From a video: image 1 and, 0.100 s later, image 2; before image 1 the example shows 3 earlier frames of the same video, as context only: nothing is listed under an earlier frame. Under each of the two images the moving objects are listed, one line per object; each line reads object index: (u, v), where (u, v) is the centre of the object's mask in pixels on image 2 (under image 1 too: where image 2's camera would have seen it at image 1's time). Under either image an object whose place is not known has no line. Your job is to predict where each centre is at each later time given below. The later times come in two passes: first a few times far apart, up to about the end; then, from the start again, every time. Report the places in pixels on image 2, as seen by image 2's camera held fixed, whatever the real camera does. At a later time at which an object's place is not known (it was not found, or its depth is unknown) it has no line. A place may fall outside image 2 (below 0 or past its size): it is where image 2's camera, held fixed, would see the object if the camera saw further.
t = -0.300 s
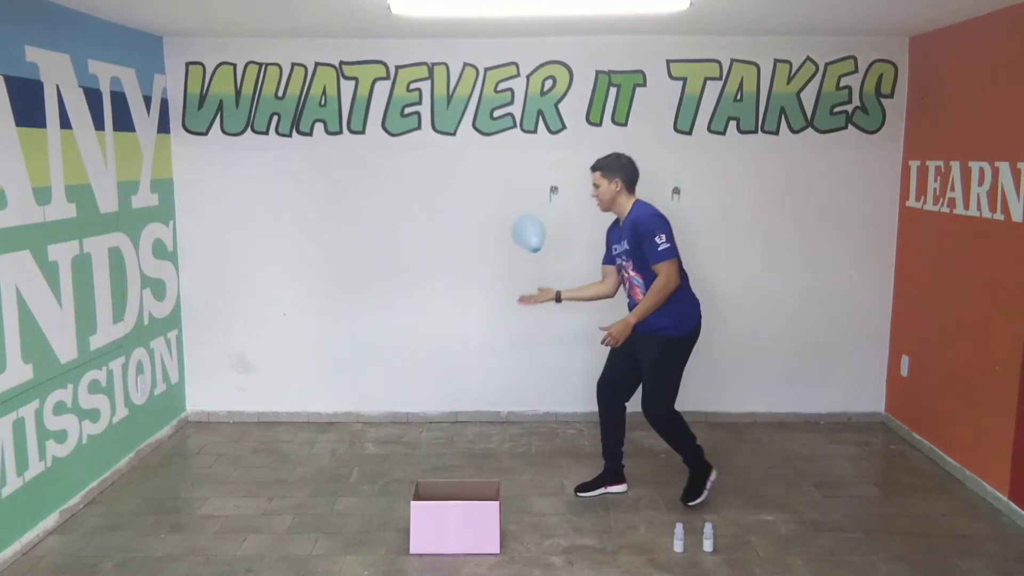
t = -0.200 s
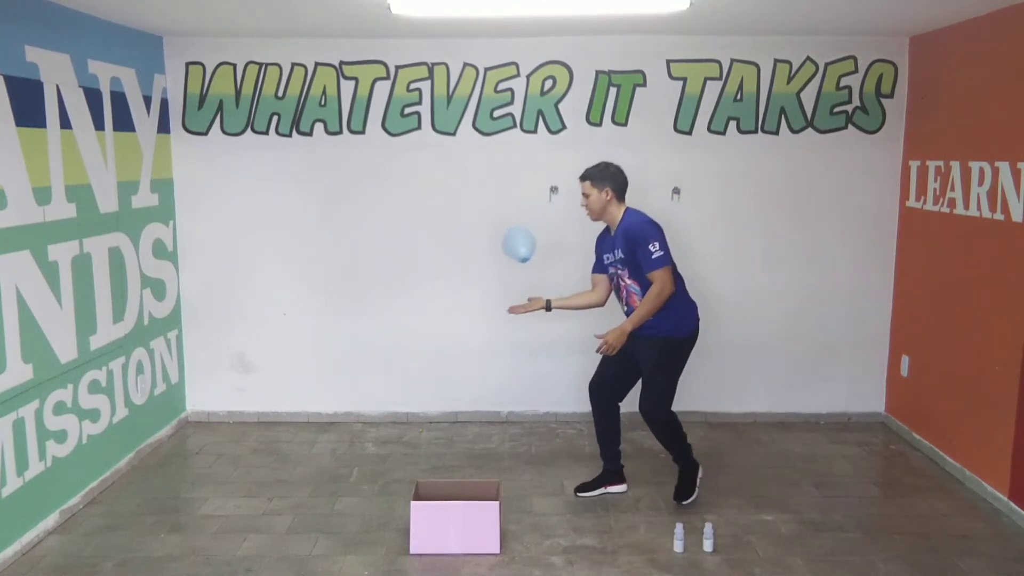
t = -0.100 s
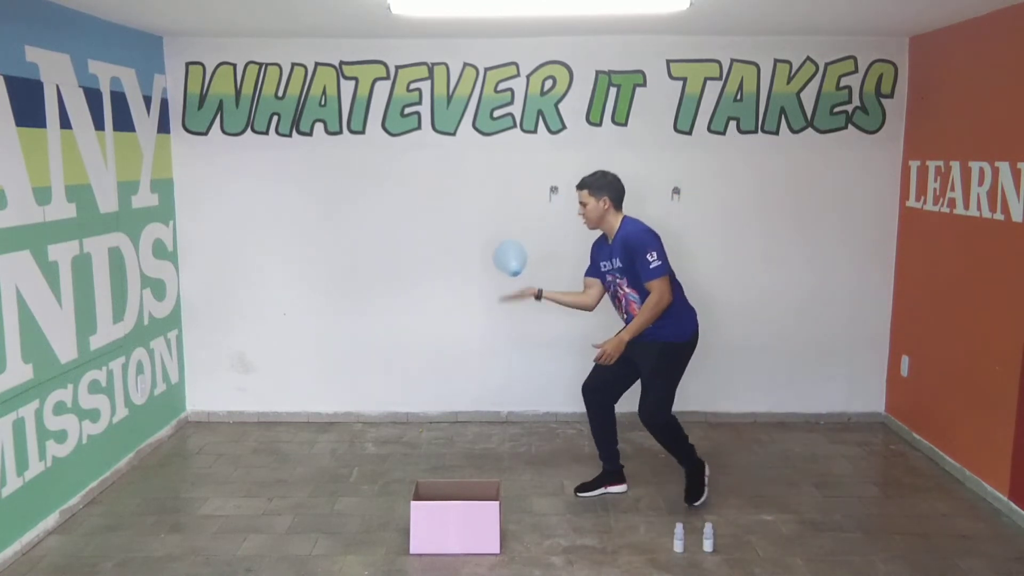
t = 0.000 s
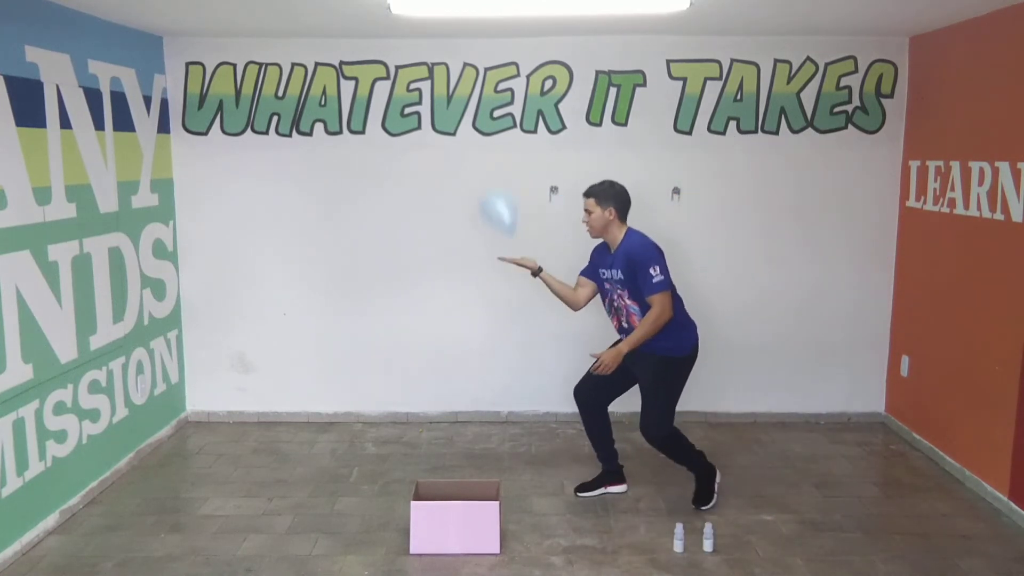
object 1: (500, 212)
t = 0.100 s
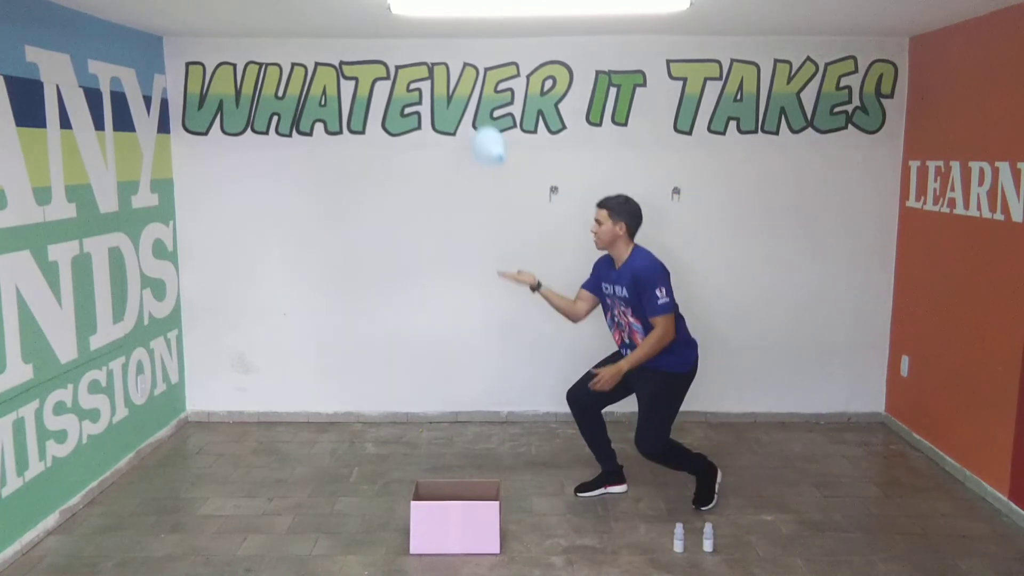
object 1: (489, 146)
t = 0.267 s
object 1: (472, 109)
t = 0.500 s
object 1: (457, 101)
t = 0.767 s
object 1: (449, 116)
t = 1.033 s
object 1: (444, 151)
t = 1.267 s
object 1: (444, 195)
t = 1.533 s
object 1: (449, 243)
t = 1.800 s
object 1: (455, 284)
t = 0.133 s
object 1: (485, 134)
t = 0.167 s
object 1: (482, 125)
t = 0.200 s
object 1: (479, 117)
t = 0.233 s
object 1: (475, 113)
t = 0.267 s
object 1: (472, 109)
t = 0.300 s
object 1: (469, 106)
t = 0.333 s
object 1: (466, 104)
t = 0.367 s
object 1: (464, 103)
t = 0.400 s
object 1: (462, 103)
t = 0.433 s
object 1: (460, 102)
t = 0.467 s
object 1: (459, 101)
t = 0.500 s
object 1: (457, 101)
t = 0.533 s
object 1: (456, 102)
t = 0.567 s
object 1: (454, 102)
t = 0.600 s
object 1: (453, 104)
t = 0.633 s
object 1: (452, 105)
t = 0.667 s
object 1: (451, 107)
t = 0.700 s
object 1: (450, 110)
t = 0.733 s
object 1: (449, 113)
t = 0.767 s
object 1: (449, 116)
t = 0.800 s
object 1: (449, 120)
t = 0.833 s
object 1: (447, 123)
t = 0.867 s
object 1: (447, 127)
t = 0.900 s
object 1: (447, 132)
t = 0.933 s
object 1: (446, 136)
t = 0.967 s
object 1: (445, 141)
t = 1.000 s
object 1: (445, 146)
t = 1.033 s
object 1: (444, 151)
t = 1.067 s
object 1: (444, 157)
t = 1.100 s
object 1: (444, 163)
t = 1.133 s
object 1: (444, 170)
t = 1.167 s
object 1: (443, 176)
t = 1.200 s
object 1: (444, 182)
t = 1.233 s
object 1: (444, 189)
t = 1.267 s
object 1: (444, 195)
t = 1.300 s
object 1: (444, 202)
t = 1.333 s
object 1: (445, 208)
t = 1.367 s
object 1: (445, 214)
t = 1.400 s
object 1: (446, 221)
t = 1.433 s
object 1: (447, 226)
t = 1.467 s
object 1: (447, 232)
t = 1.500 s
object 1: (448, 238)
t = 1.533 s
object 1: (449, 243)
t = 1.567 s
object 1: (450, 249)
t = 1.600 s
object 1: (450, 253)
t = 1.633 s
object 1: (451, 259)
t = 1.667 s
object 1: (452, 264)
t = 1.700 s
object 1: (453, 269)
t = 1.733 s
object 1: (454, 274)
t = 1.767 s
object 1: (454, 279)
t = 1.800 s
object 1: (455, 284)
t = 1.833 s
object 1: (456, 288)
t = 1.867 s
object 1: (457, 294)
